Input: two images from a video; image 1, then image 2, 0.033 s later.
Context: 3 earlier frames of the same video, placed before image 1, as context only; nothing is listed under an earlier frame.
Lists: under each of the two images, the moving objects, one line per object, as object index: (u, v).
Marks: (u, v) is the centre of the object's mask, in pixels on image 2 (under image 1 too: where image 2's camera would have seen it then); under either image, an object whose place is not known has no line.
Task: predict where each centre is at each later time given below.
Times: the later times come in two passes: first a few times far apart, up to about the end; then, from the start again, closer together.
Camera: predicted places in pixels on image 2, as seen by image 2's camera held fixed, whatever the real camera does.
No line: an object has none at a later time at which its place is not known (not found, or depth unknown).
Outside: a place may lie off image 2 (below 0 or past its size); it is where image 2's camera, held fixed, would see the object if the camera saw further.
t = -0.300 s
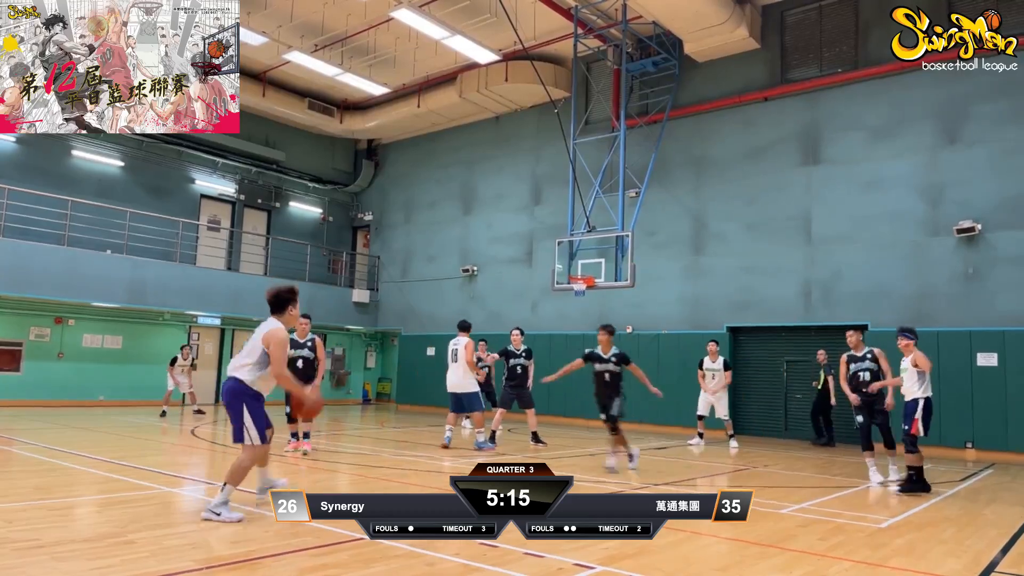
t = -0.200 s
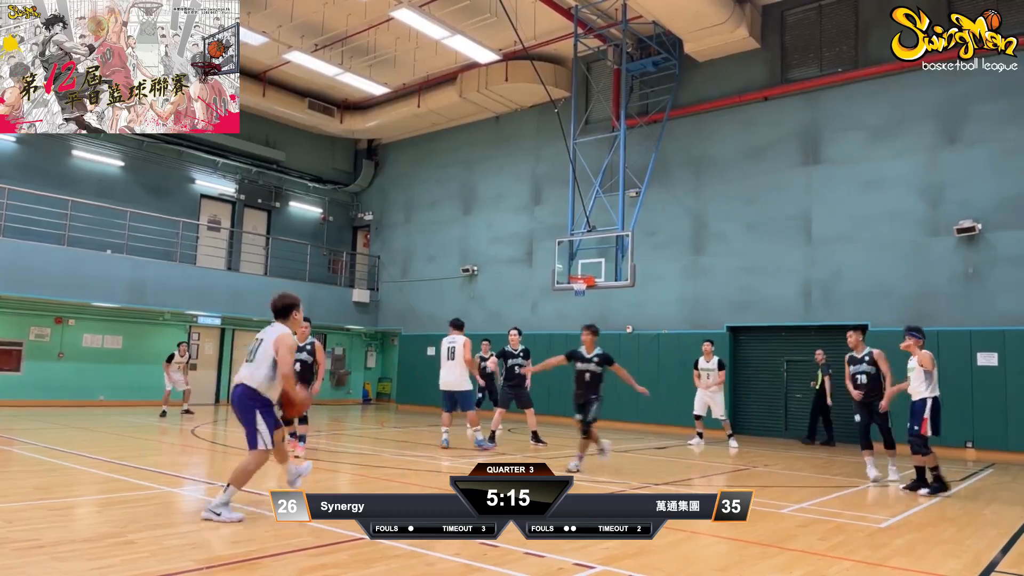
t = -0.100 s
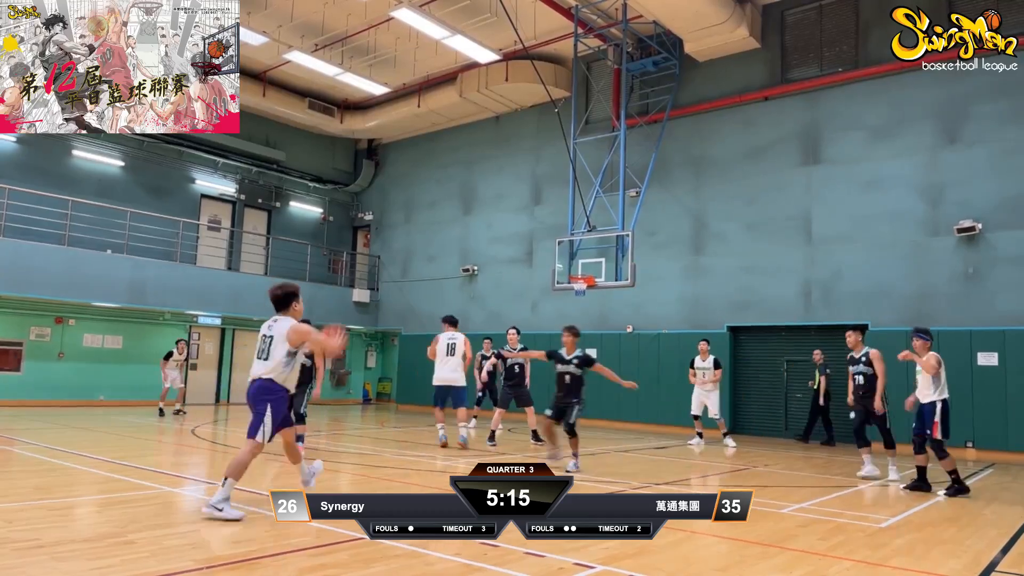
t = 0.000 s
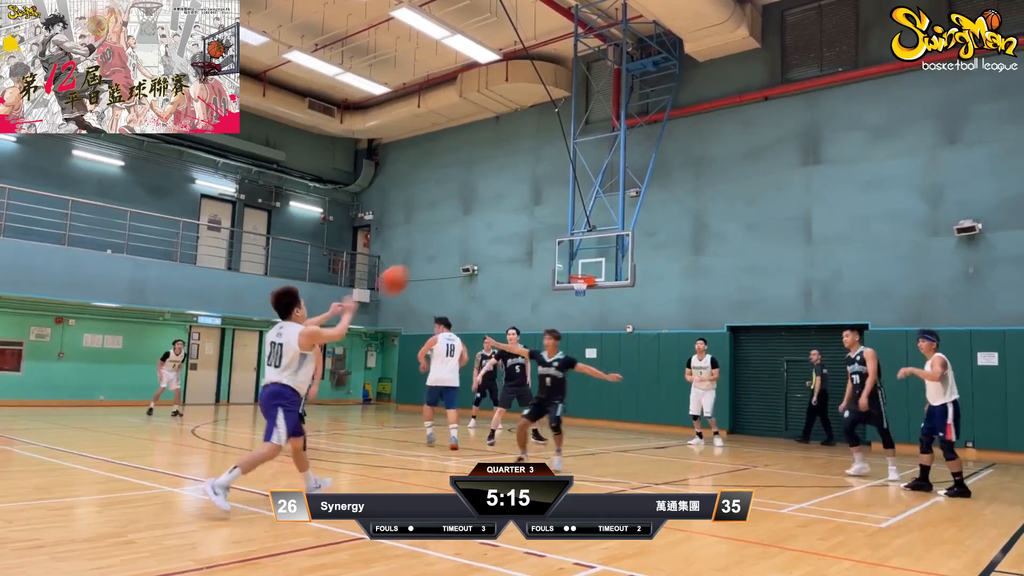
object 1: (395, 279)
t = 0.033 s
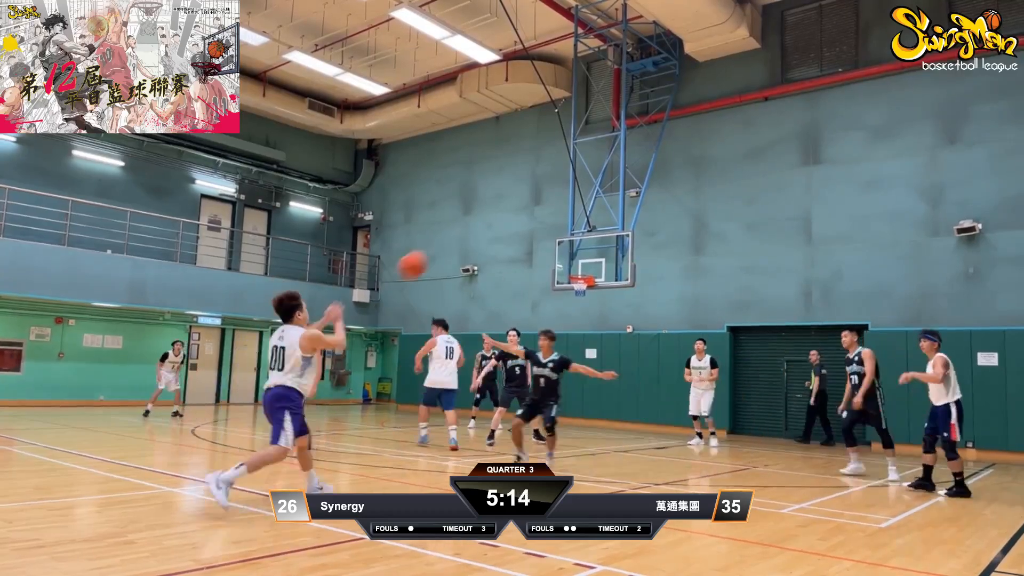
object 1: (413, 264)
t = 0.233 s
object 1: (503, 207)
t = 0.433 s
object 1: (564, 192)
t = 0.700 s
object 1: (622, 213)
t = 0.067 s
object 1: (431, 251)
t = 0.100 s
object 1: (448, 239)
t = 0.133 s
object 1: (463, 229)
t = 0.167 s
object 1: (477, 220)
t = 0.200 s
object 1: (491, 213)
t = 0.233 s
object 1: (503, 207)
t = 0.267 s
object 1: (515, 202)
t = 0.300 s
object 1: (526, 198)
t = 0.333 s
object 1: (537, 195)
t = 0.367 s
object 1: (546, 194)
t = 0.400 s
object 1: (555, 193)
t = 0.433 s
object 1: (564, 192)
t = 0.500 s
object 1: (581, 194)
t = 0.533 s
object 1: (589, 196)
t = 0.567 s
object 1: (596, 198)
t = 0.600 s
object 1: (603, 201)
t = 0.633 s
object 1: (610, 204)
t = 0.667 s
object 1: (616, 208)
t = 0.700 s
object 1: (622, 213)
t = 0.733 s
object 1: (628, 218)
